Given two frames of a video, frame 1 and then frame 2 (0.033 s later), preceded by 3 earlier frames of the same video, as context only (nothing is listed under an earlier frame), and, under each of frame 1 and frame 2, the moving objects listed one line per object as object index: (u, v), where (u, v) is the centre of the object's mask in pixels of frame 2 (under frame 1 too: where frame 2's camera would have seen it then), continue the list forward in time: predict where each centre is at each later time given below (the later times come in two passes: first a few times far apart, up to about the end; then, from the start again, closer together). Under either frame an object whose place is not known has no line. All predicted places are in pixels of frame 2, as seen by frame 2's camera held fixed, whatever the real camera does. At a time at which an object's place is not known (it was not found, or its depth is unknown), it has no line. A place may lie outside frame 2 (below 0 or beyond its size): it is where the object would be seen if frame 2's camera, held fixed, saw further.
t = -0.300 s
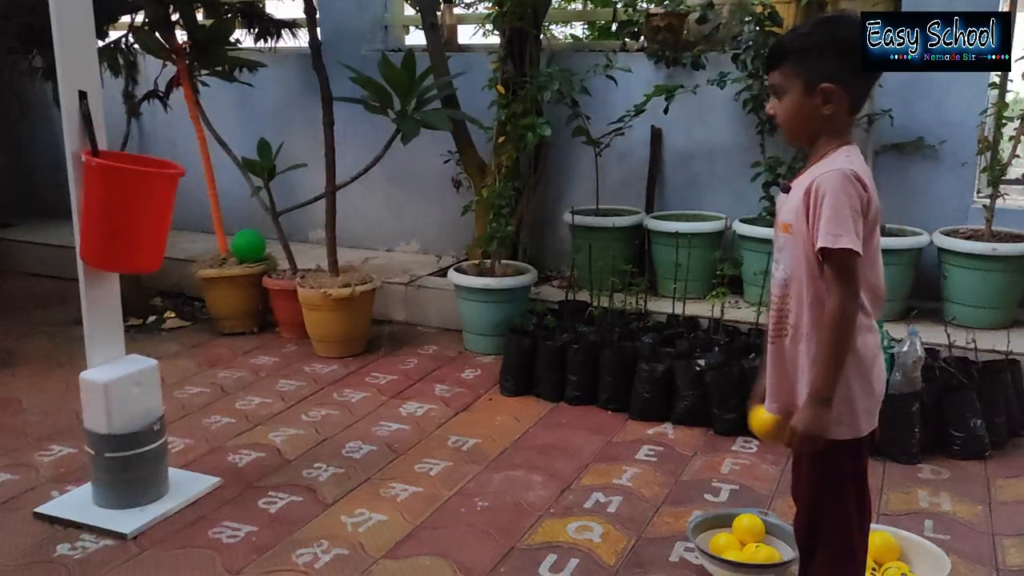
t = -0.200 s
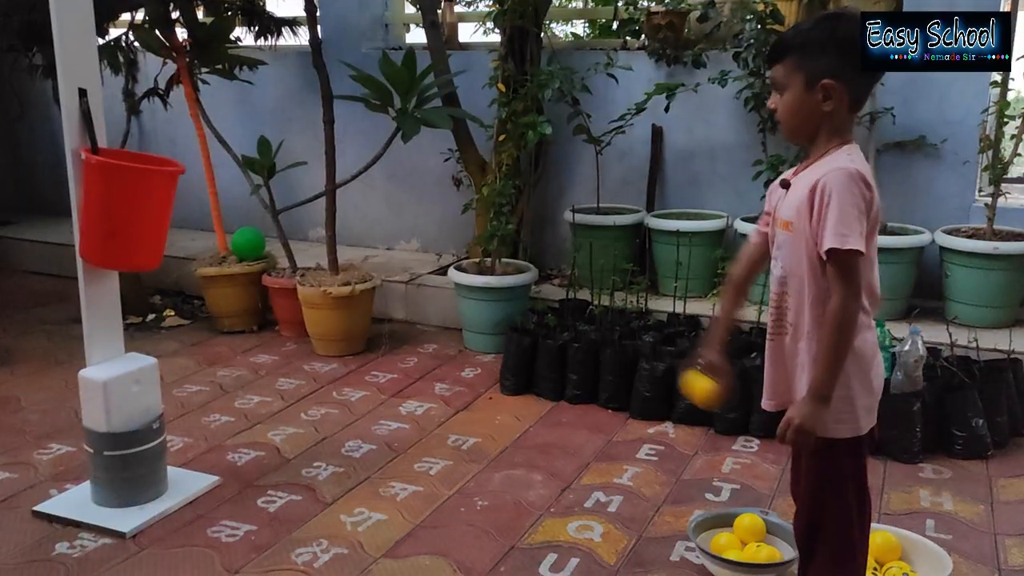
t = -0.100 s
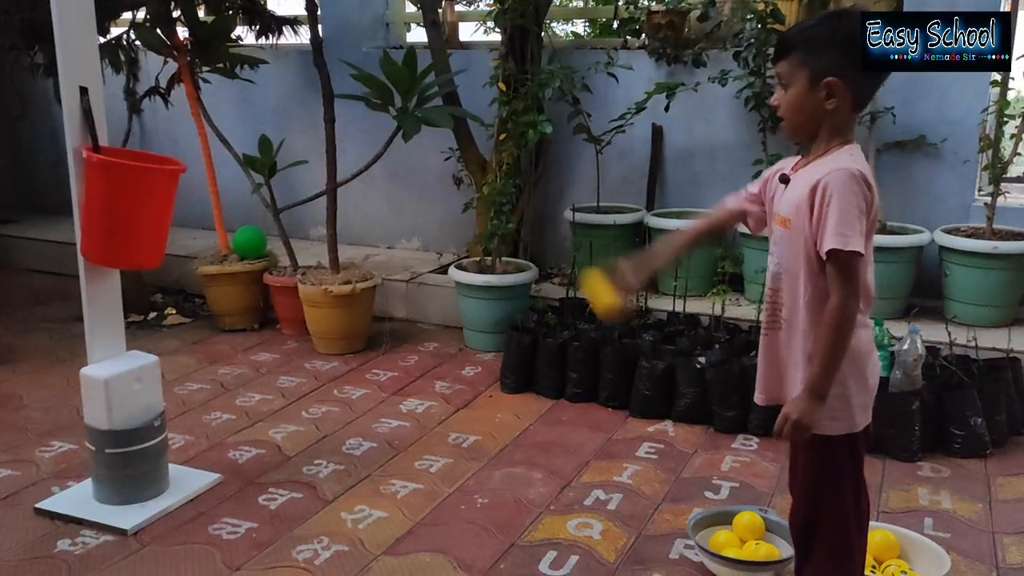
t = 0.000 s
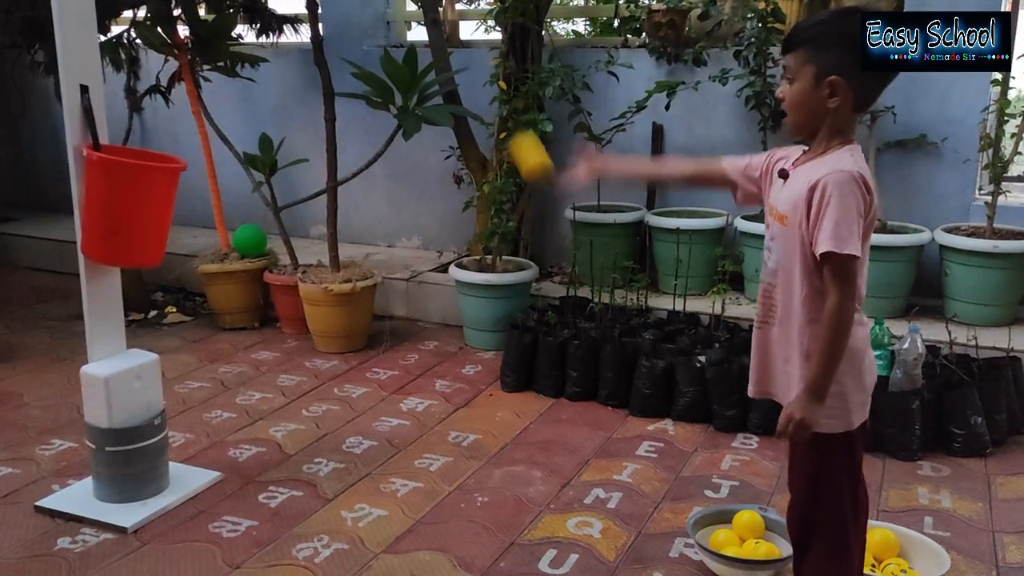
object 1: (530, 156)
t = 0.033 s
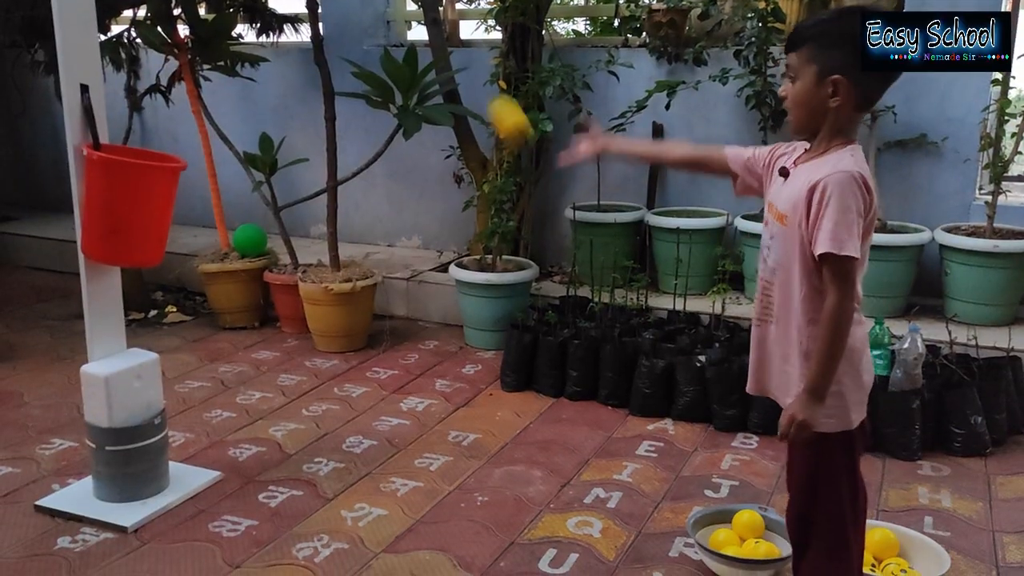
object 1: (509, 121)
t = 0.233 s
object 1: (377, 11)
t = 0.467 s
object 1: (243, 107)
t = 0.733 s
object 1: (203, 425)
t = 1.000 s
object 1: (482, 499)
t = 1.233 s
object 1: (669, 548)
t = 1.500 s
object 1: (634, 530)
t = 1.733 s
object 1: (622, 518)
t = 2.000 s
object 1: (622, 503)
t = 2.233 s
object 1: (628, 492)
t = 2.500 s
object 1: (638, 480)
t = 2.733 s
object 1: (653, 469)
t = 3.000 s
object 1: (673, 459)
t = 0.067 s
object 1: (485, 85)
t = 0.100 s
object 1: (462, 57)
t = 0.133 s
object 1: (442, 39)
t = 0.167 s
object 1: (418, 20)
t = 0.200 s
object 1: (394, 13)
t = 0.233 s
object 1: (377, 11)
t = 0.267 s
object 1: (355, 11)
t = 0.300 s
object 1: (336, 13)
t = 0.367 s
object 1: (298, 32)
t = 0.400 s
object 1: (276, 57)
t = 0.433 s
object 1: (260, 80)
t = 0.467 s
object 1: (243, 107)
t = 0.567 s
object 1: (199, 220)
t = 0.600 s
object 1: (185, 272)
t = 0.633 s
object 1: (173, 319)
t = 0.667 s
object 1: (163, 362)
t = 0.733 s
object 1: (203, 425)
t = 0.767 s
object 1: (233, 445)
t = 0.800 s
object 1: (267, 471)
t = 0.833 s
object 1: (304, 500)
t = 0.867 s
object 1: (338, 494)
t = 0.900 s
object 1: (373, 488)
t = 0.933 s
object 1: (408, 486)
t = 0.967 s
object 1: (444, 491)
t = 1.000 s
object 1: (482, 499)
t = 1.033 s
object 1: (519, 511)
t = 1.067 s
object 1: (558, 532)
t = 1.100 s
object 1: (601, 534)
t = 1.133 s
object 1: (635, 528)
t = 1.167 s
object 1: (671, 530)
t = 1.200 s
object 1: (672, 537)
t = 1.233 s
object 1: (669, 548)
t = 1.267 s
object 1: (664, 543)
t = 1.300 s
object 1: (660, 535)
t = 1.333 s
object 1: (656, 533)
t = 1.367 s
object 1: (651, 535)
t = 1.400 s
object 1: (646, 538)
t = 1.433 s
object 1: (642, 531)
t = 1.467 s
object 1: (638, 527)
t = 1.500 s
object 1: (634, 530)
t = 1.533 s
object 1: (631, 528)
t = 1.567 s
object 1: (629, 524)
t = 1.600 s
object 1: (627, 524)
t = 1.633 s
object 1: (626, 522)
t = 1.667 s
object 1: (625, 521)
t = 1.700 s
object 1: (624, 519)
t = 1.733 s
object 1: (622, 518)
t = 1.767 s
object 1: (622, 516)
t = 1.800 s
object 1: (621, 514)
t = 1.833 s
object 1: (620, 512)
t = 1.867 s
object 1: (620, 510)
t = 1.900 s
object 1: (620, 509)
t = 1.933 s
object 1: (620, 507)
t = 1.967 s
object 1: (621, 505)
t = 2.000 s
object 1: (622, 503)
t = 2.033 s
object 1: (623, 502)
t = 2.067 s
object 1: (623, 500)
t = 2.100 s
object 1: (624, 498)
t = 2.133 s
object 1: (624, 496)
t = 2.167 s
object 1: (626, 495)
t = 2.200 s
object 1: (627, 493)
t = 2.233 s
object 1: (628, 492)
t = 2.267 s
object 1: (629, 490)
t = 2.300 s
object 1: (630, 489)
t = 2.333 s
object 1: (632, 487)
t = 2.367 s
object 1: (633, 486)
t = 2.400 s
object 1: (634, 484)
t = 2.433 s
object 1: (636, 482)
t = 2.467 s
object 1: (636, 481)
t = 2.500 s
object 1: (638, 480)
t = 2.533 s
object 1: (640, 478)
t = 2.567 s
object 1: (643, 477)
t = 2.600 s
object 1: (644, 474)
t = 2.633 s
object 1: (646, 473)
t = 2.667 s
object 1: (648, 472)
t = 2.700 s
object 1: (651, 470)
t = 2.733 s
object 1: (653, 469)
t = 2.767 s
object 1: (656, 468)
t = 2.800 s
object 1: (658, 466)
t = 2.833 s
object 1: (661, 465)
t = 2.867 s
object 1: (664, 464)
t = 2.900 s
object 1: (666, 462)
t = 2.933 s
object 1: (668, 462)
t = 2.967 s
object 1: (670, 460)
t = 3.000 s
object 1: (673, 459)
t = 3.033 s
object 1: (675, 458)
